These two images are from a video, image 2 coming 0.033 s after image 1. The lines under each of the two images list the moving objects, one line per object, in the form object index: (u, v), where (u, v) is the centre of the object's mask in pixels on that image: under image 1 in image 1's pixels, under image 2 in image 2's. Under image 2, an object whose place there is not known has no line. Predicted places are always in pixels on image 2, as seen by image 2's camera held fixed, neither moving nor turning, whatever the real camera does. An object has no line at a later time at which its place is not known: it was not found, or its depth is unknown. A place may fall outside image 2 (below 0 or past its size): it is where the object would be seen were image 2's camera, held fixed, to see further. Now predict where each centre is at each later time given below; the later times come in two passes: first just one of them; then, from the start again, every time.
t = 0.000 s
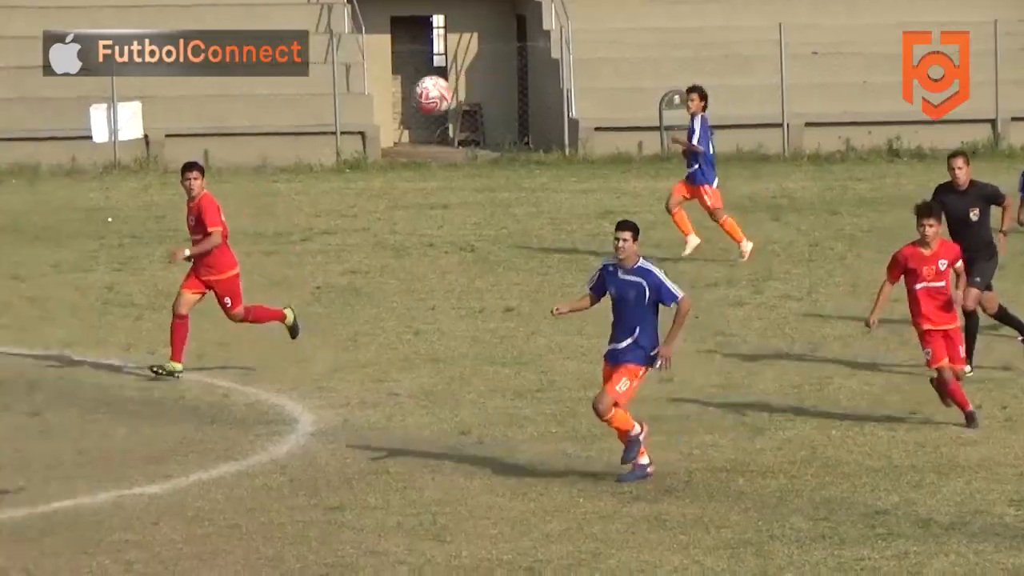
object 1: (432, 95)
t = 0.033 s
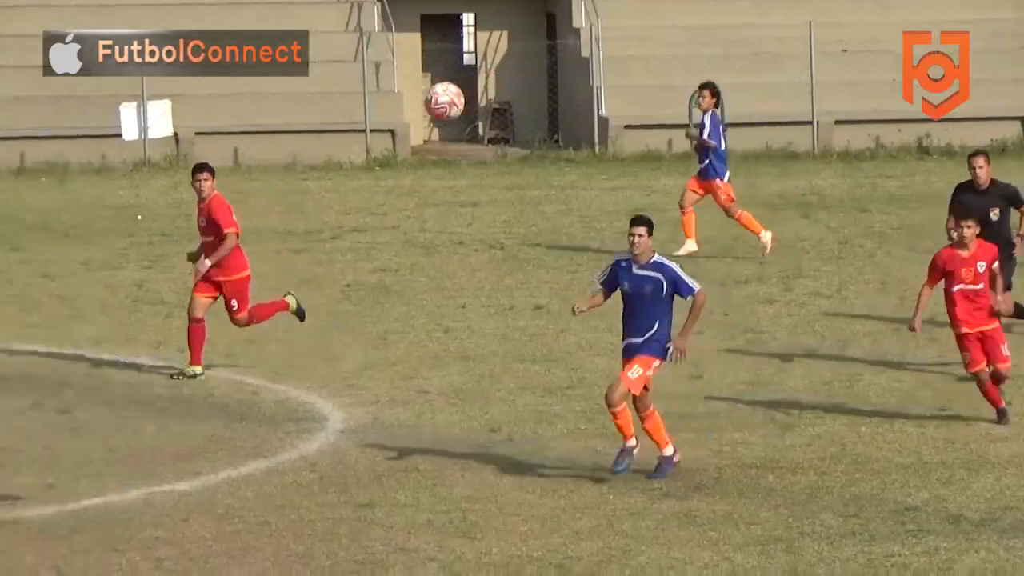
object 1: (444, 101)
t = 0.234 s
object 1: (338, 202)
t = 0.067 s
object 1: (428, 111)
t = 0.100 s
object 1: (411, 123)
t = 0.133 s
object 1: (395, 139)
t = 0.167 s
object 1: (378, 161)
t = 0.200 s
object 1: (357, 180)
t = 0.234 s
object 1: (338, 202)
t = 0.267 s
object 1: (319, 229)
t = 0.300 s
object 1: (296, 255)
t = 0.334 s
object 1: (274, 284)
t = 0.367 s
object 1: (252, 320)
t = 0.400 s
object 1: (229, 357)
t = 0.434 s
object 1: (206, 399)
